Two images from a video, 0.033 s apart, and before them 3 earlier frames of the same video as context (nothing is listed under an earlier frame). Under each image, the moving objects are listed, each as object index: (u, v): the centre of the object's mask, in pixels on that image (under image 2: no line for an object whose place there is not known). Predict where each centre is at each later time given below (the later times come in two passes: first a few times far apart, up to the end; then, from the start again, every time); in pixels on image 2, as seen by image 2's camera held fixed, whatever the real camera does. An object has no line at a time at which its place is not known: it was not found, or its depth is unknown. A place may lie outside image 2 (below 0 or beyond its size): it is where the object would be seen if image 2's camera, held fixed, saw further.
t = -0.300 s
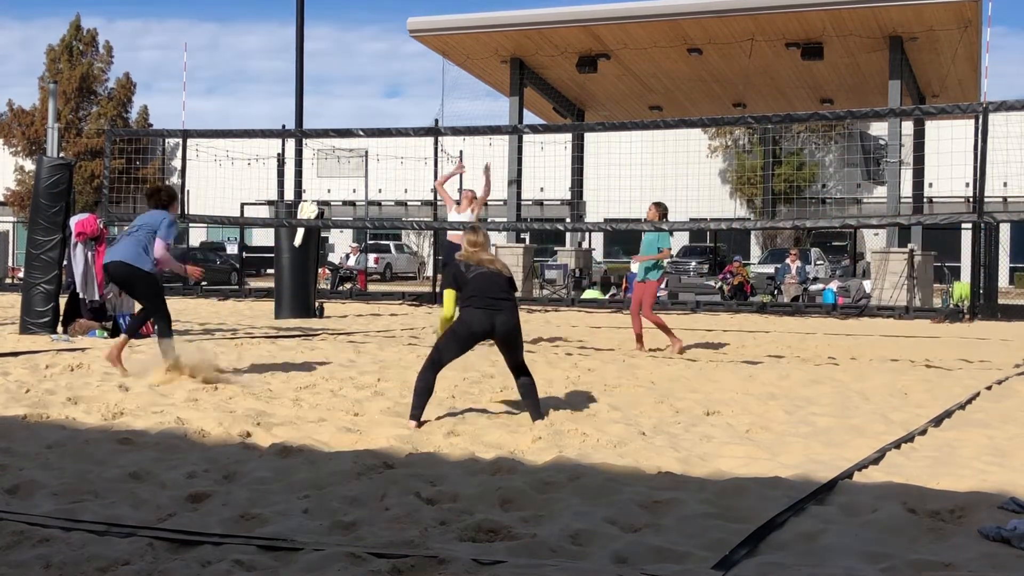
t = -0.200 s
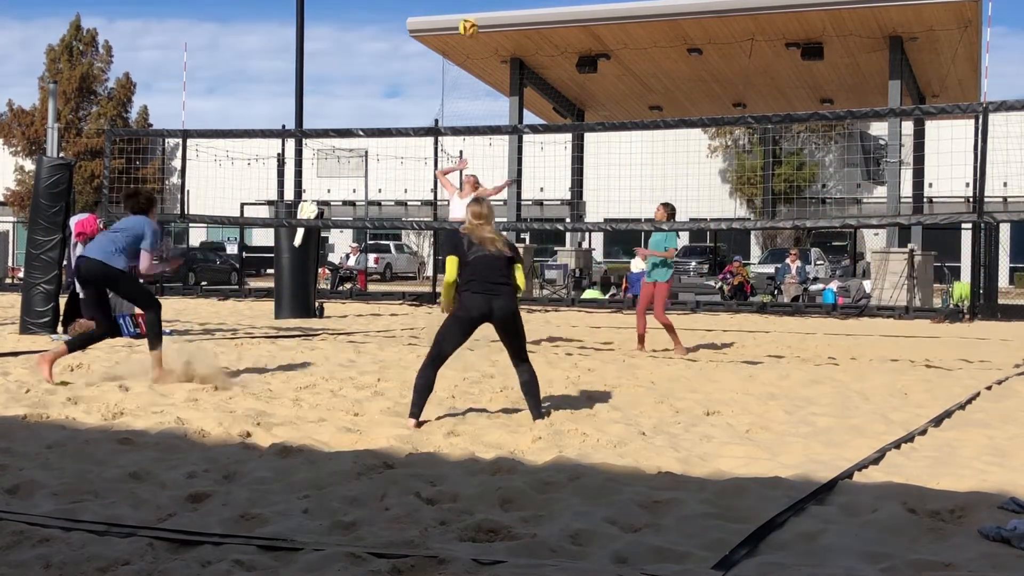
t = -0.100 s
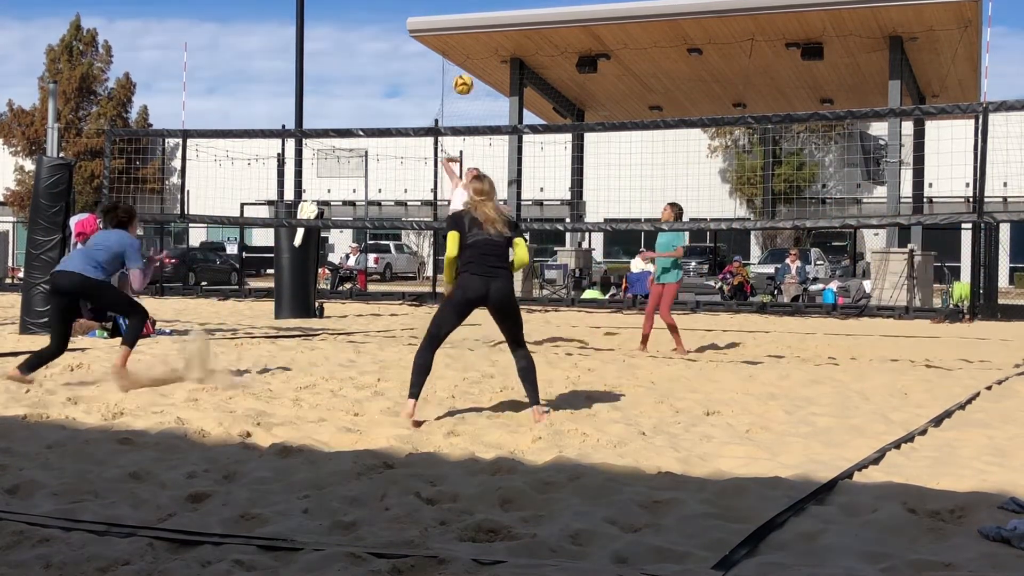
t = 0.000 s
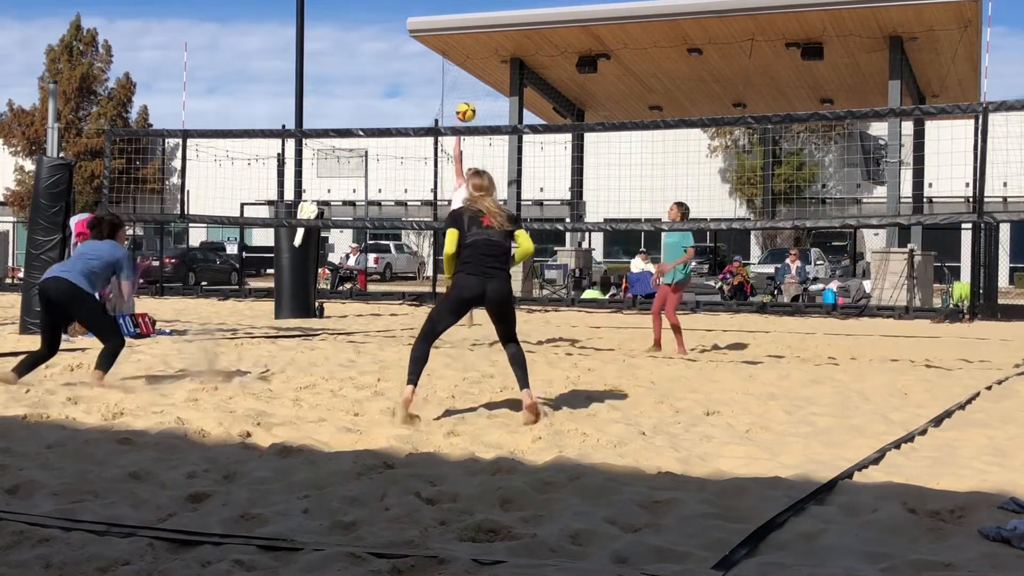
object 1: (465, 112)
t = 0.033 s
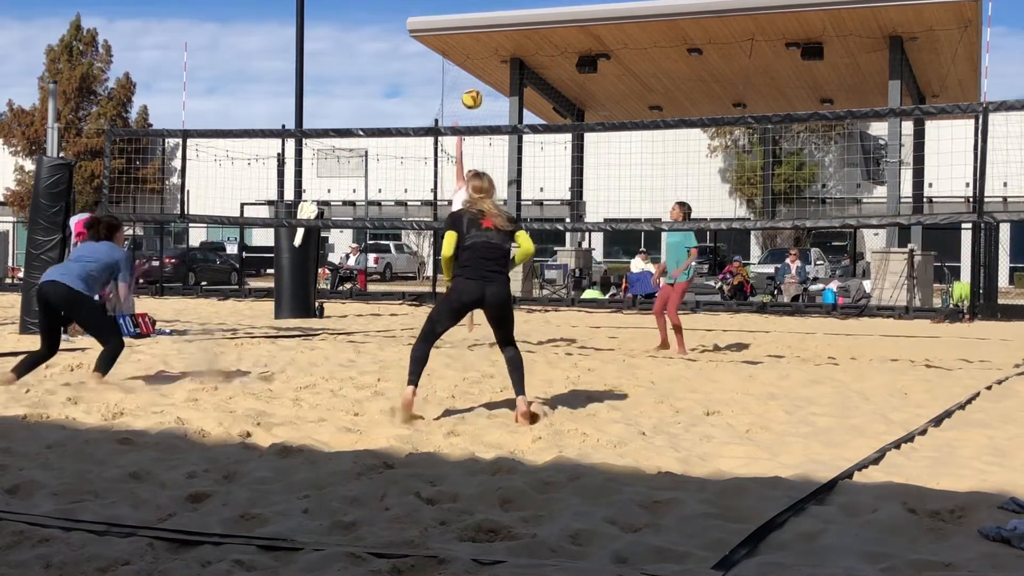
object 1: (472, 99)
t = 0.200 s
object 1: (508, 44)
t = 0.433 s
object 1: (573, 9)
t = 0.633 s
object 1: (642, 26)
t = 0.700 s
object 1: (671, 48)
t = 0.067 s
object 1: (479, 87)
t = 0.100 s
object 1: (485, 74)
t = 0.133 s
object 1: (493, 63)
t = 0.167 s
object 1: (500, 53)
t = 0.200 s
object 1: (508, 44)
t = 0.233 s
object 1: (515, 34)
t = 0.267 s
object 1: (525, 28)
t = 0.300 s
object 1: (534, 21)
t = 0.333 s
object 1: (543, 15)
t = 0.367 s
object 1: (553, 11)
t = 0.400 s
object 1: (562, 10)
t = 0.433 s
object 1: (573, 9)
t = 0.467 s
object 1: (583, 8)
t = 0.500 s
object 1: (594, 9)
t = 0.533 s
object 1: (605, 10)
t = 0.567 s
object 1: (618, 12)
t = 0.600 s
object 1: (629, 19)
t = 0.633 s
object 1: (642, 26)
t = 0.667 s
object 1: (656, 36)
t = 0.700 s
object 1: (671, 48)
